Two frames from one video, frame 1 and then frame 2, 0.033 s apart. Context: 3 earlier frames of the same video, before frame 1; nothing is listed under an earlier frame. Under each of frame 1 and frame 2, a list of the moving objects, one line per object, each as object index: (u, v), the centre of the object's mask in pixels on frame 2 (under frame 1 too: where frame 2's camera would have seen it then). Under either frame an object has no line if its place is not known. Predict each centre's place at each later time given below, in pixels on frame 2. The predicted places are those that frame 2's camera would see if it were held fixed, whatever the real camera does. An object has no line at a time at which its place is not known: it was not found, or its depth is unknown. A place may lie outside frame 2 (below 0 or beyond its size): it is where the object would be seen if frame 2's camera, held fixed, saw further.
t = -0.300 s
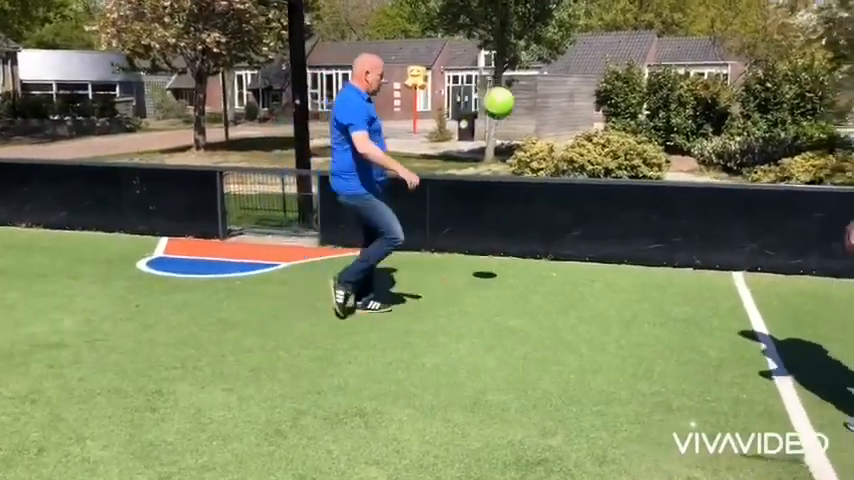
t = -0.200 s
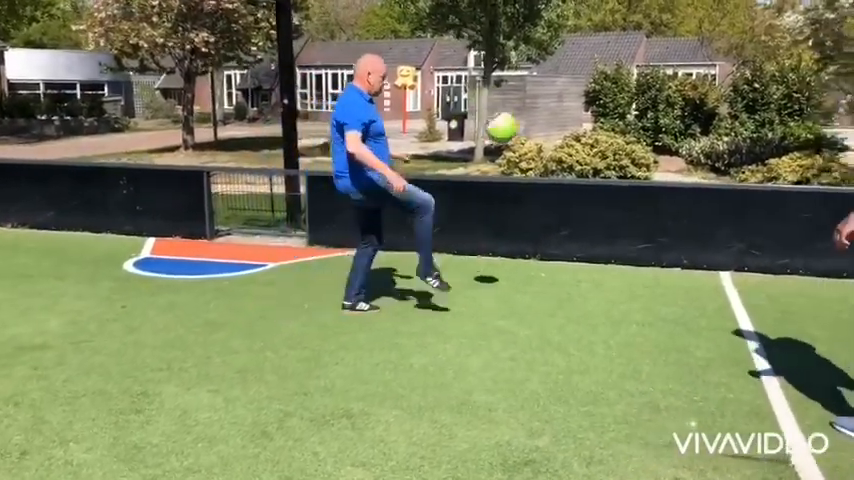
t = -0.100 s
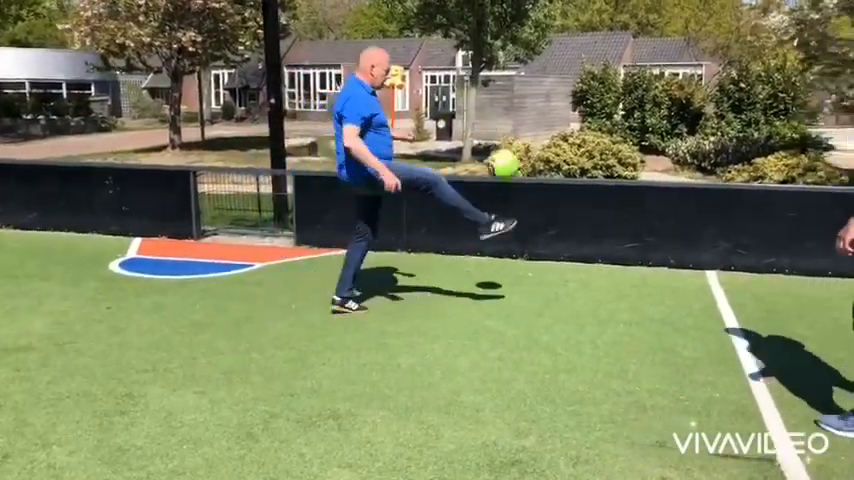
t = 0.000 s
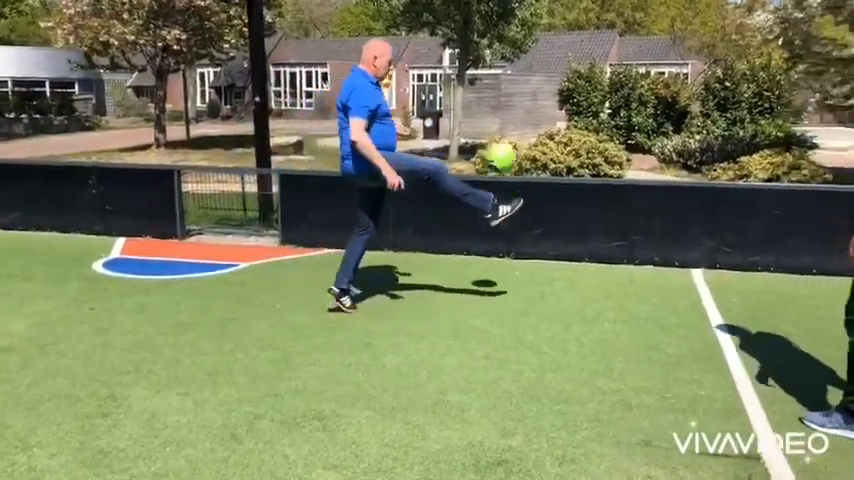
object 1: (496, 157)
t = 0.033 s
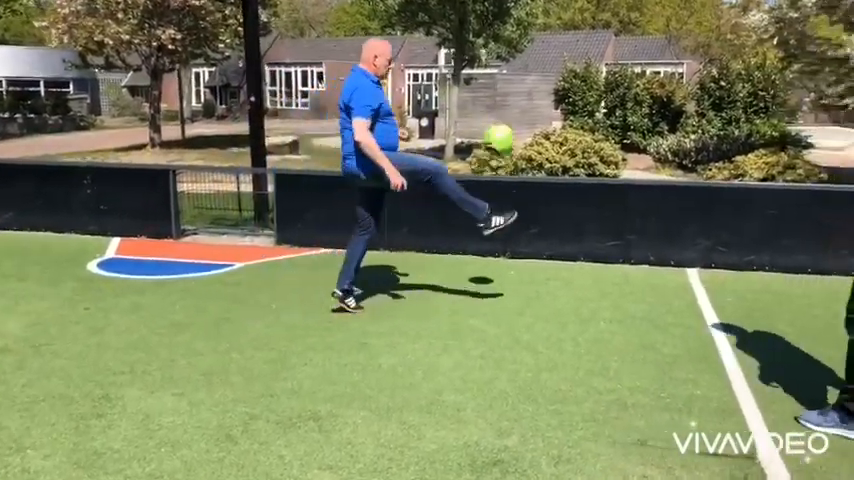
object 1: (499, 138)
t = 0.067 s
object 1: (501, 123)
